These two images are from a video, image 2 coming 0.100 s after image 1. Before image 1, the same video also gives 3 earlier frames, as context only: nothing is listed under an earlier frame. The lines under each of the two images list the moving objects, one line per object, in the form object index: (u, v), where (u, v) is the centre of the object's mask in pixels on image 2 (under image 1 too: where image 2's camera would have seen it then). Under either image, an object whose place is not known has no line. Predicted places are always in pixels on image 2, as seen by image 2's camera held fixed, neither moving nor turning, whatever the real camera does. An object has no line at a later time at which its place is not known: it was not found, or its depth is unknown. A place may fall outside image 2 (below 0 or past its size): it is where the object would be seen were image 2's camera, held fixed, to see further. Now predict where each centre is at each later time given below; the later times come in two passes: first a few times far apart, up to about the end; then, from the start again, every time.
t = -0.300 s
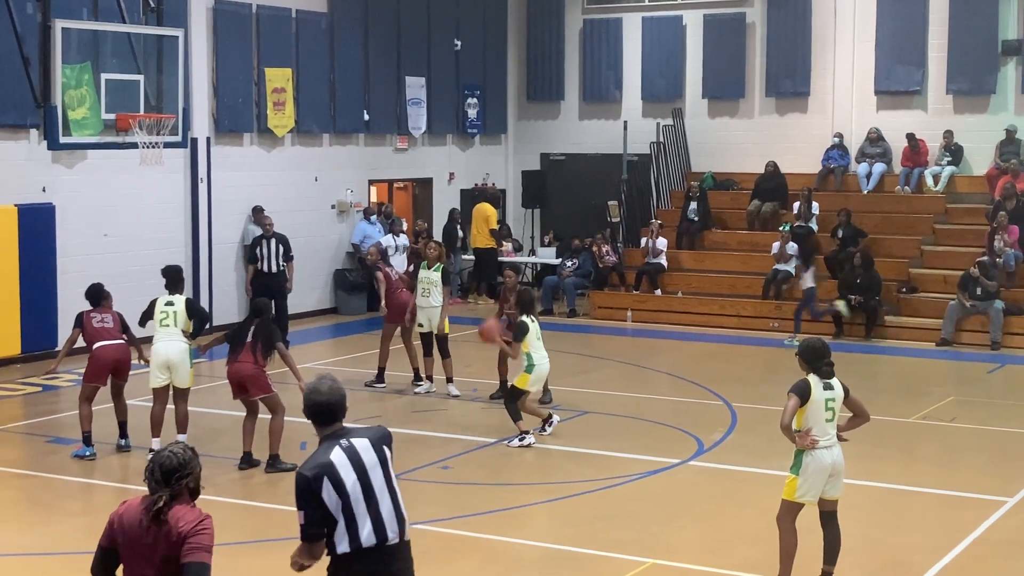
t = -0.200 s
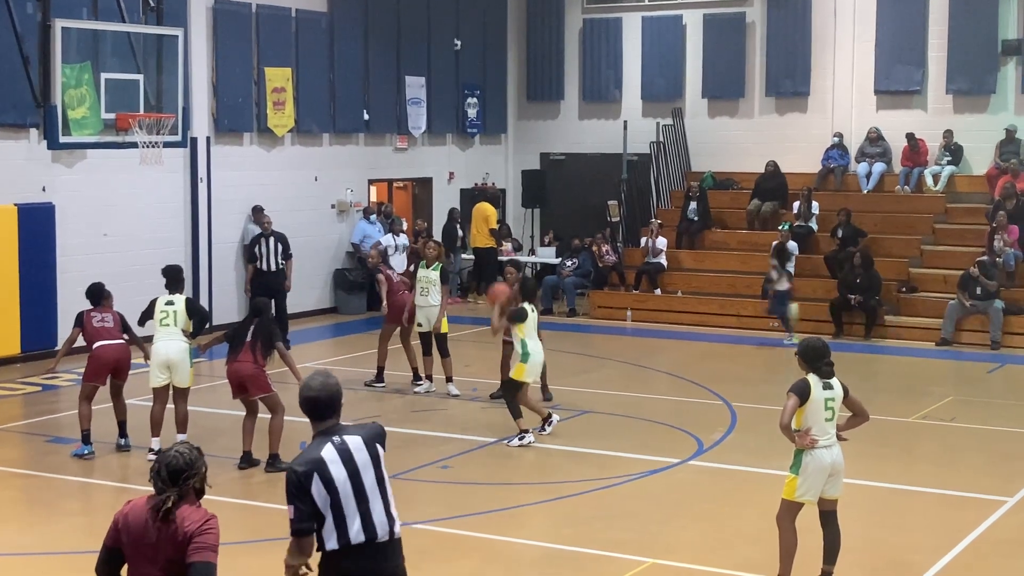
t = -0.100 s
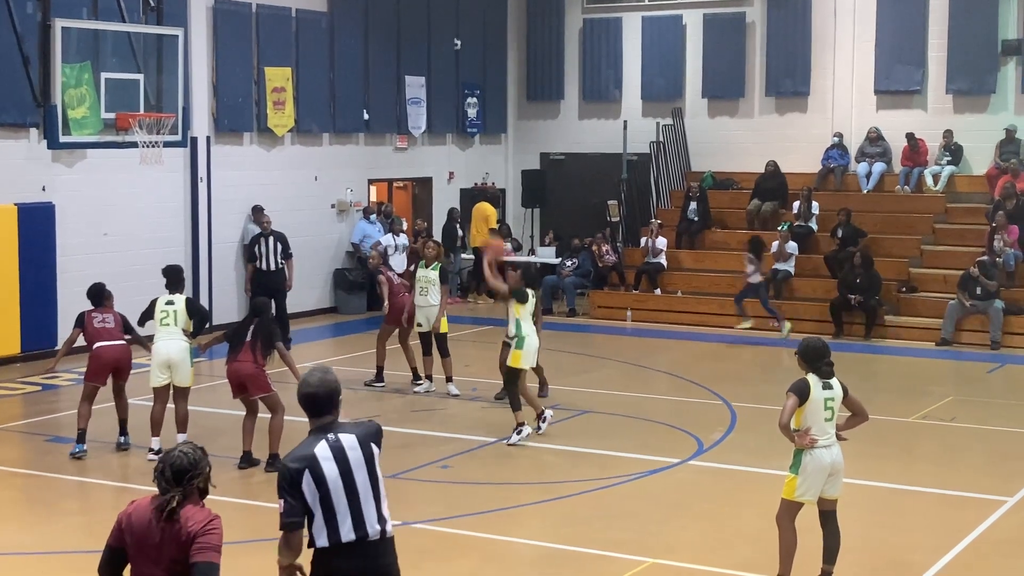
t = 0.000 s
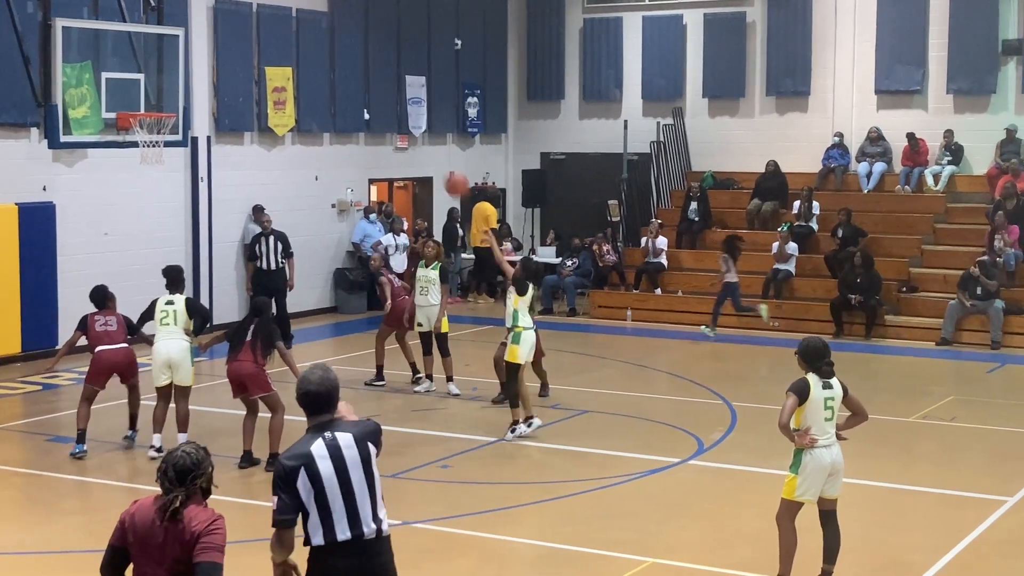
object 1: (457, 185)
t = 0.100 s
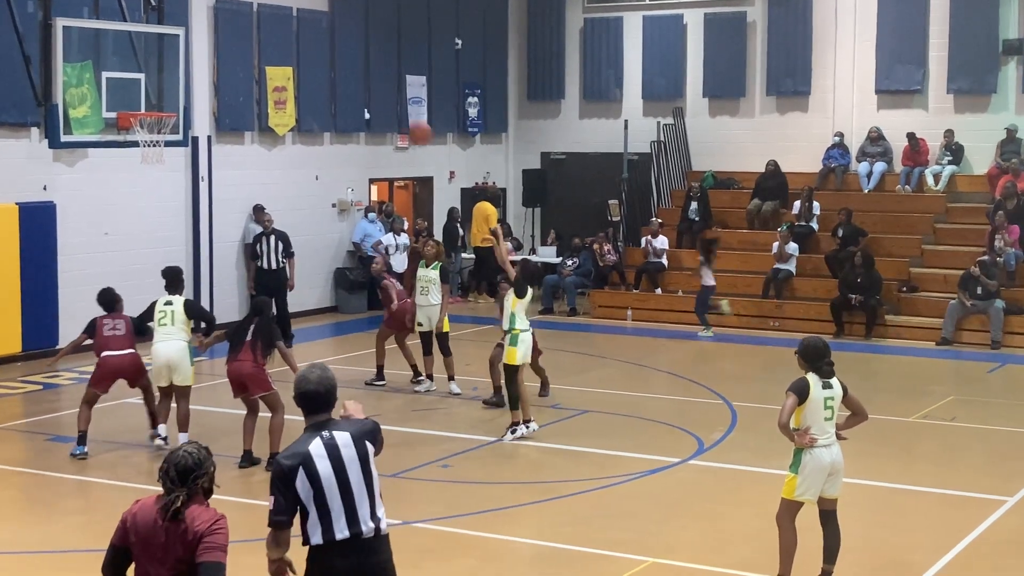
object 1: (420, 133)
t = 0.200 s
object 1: (383, 91)
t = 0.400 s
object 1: (313, 42)
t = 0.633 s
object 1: (235, 37)
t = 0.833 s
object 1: (172, 75)
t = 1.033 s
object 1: (158, 127)
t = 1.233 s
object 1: (175, 133)
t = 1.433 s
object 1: (163, 159)
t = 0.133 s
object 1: (407, 117)
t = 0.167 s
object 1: (395, 103)
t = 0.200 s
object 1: (383, 91)
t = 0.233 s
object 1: (371, 80)
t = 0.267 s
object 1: (359, 70)
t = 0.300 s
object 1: (347, 60)
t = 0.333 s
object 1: (336, 53)
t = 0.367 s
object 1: (324, 47)
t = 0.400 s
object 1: (313, 42)
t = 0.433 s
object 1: (302, 37)
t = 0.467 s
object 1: (290, 34)
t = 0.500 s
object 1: (279, 32)
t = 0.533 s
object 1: (268, 32)
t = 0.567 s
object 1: (257, 33)
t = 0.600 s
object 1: (245, 34)
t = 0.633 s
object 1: (235, 37)
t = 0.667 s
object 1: (224, 41)
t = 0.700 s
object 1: (214, 45)
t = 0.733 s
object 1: (203, 52)
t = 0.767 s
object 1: (192, 59)
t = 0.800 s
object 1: (182, 67)
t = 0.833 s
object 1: (172, 75)
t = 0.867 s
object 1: (162, 85)
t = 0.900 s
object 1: (153, 97)
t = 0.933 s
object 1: (143, 105)
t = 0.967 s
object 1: (145, 113)
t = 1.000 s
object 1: (149, 125)
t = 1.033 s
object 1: (158, 127)
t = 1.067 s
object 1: (167, 130)
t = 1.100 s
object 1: (171, 129)
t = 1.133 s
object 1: (173, 130)
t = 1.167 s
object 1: (174, 131)
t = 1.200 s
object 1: (173, 131)
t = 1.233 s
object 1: (175, 133)
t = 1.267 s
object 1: (172, 140)
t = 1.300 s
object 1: (171, 142)
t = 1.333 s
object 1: (170, 143)
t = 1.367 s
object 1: (167, 148)
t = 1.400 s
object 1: (165, 152)
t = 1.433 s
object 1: (163, 159)
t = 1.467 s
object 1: (159, 167)
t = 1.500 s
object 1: (157, 175)
